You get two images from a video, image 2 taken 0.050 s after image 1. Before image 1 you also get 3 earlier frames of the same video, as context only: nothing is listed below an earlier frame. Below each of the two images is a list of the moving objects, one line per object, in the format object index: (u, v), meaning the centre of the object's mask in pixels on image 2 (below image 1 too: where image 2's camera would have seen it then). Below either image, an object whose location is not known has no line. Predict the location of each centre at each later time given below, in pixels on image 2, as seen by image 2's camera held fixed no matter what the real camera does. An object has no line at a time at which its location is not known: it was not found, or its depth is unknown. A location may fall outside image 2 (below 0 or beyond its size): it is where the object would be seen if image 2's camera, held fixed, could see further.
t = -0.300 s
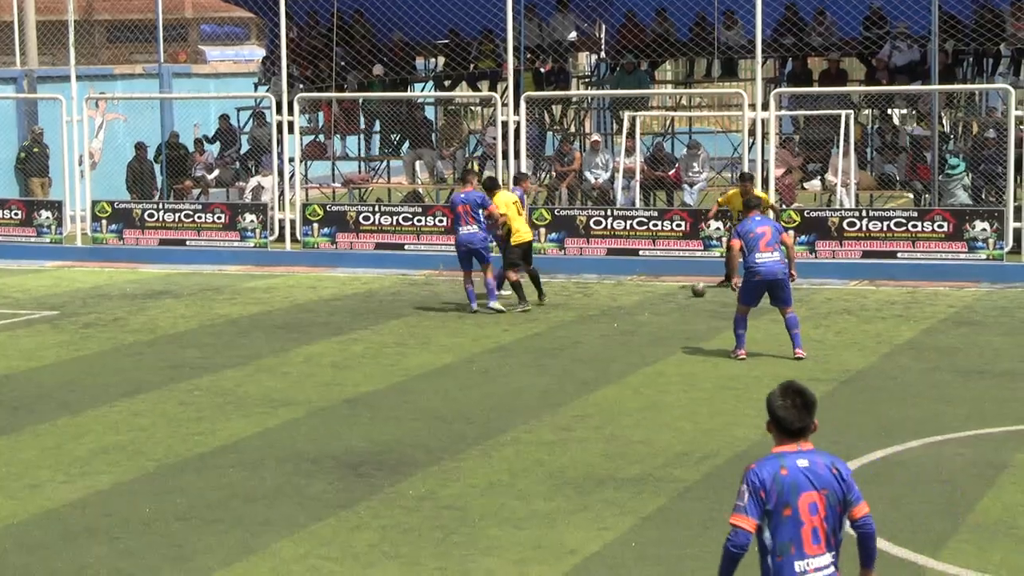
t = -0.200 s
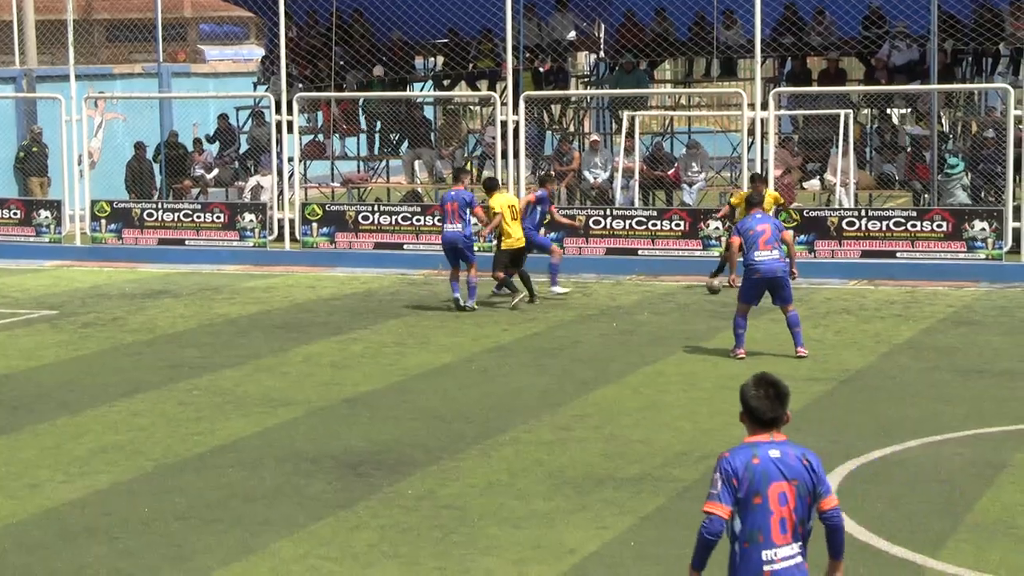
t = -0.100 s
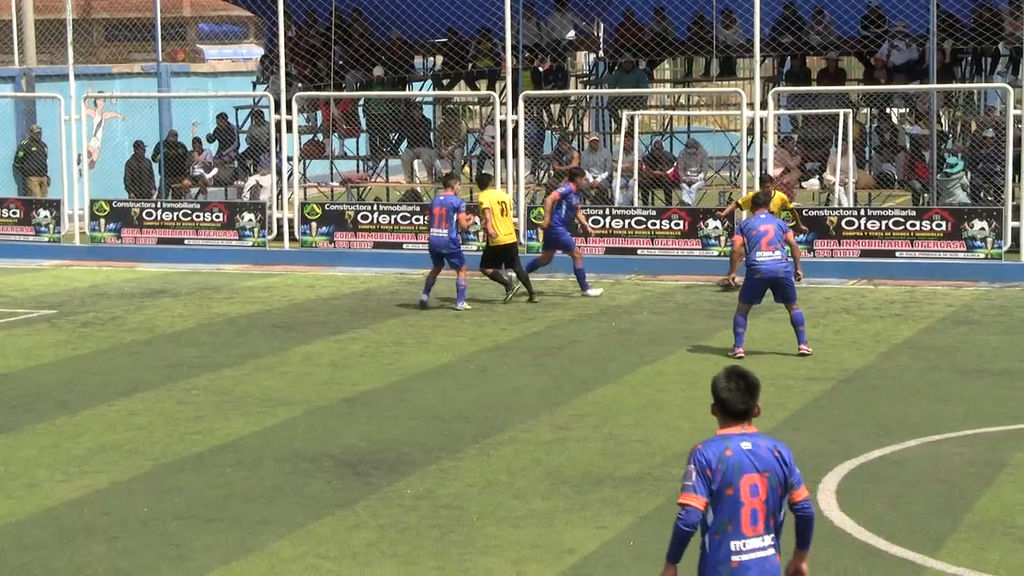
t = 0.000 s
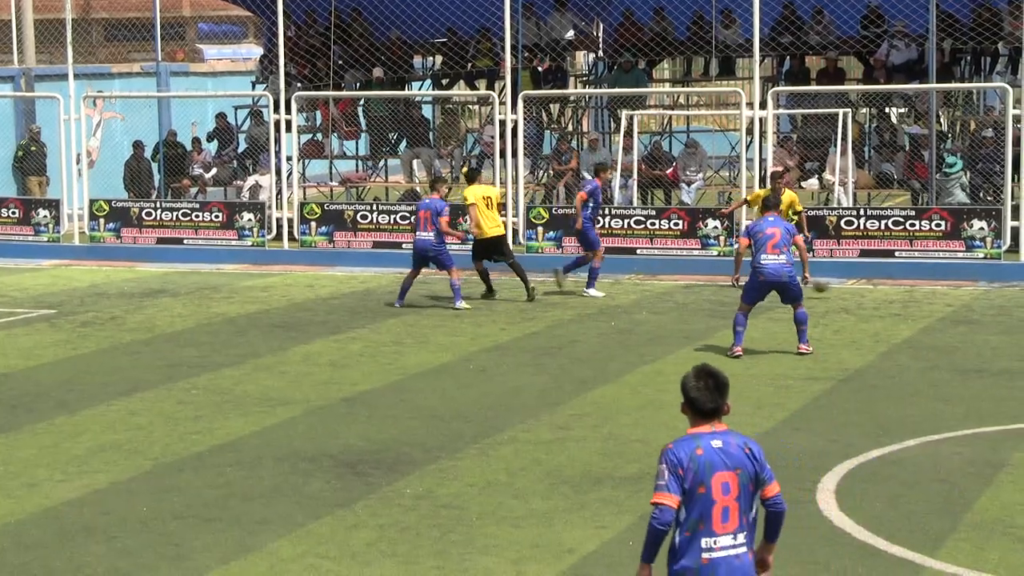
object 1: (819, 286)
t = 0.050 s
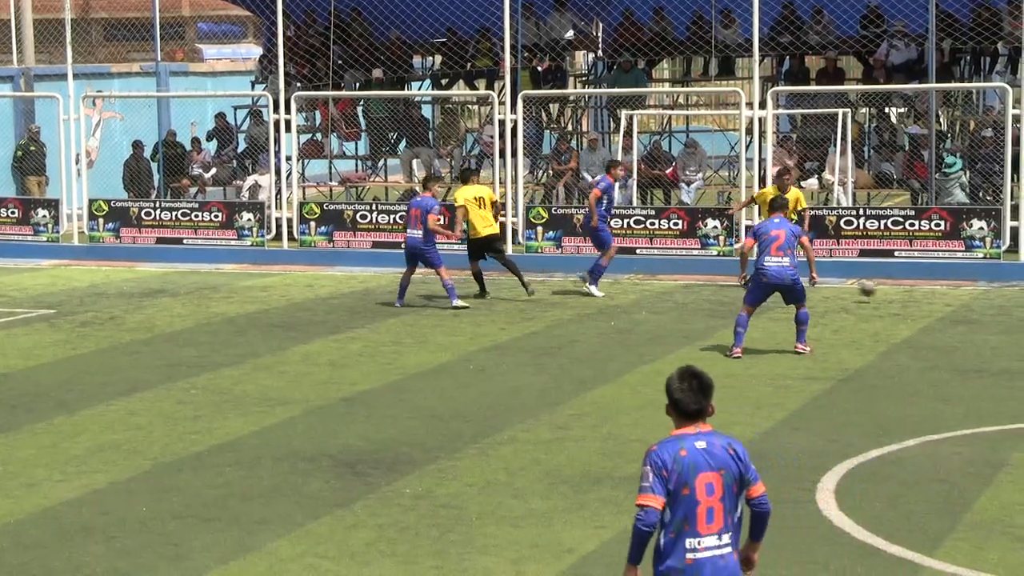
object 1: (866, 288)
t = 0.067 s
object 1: (883, 290)
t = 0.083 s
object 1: (900, 293)
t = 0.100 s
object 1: (915, 297)
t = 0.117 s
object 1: (932, 299)
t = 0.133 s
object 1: (949, 302)
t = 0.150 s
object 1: (966, 304)
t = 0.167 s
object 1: (983, 305)
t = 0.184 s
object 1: (1000, 306)
